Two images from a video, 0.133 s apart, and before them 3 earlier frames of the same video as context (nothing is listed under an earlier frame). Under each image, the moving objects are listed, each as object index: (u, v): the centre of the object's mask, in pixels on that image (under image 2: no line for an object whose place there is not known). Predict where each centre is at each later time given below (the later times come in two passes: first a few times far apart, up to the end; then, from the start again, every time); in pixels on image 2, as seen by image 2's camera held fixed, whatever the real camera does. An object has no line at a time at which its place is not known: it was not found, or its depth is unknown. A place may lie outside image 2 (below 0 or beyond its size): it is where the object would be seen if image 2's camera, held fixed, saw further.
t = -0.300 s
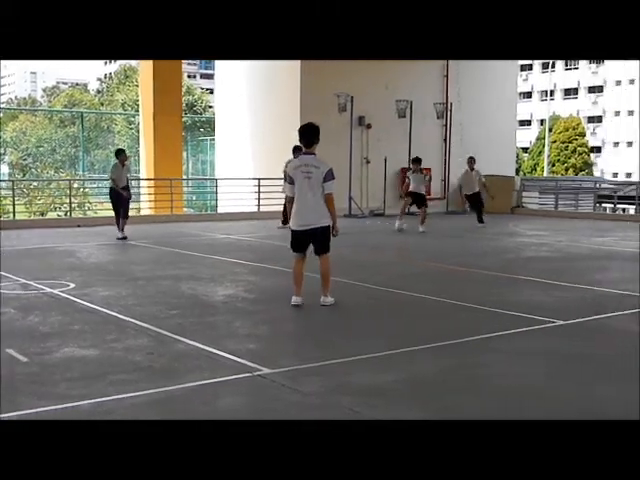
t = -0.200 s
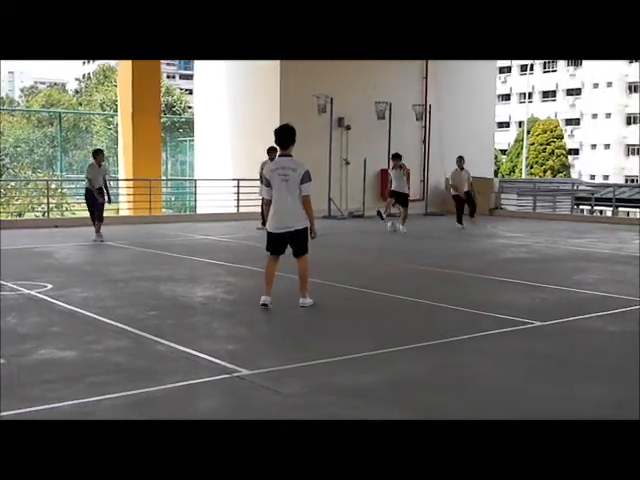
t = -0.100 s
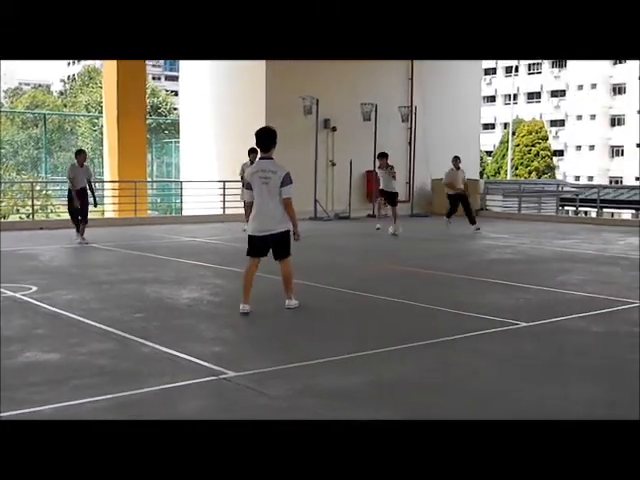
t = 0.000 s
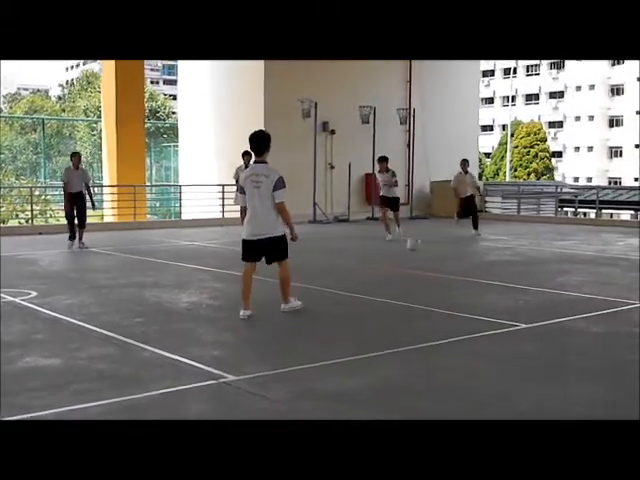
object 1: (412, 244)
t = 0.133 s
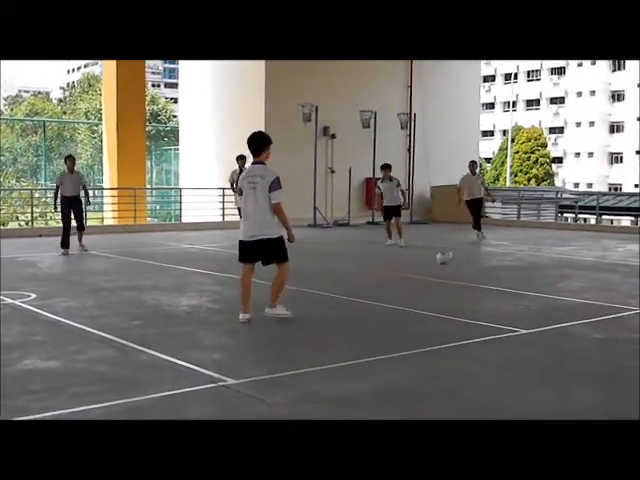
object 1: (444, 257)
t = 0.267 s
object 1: (480, 266)
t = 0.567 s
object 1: (603, 298)
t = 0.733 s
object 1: (692, 323)
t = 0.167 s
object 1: (453, 257)
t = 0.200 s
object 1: (462, 258)
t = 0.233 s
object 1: (472, 261)
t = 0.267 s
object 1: (480, 266)
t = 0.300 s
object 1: (492, 271)
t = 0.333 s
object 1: (505, 276)
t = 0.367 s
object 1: (516, 285)
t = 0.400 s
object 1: (528, 287)
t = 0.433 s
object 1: (540, 287)
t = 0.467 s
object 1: (554, 290)
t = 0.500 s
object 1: (569, 290)
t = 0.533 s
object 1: (585, 293)
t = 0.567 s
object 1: (603, 298)
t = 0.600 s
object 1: (620, 306)
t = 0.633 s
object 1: (635, 315)
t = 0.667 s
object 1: (655, 316)
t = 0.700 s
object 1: (672, 320)
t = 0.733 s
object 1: (692, 323)
